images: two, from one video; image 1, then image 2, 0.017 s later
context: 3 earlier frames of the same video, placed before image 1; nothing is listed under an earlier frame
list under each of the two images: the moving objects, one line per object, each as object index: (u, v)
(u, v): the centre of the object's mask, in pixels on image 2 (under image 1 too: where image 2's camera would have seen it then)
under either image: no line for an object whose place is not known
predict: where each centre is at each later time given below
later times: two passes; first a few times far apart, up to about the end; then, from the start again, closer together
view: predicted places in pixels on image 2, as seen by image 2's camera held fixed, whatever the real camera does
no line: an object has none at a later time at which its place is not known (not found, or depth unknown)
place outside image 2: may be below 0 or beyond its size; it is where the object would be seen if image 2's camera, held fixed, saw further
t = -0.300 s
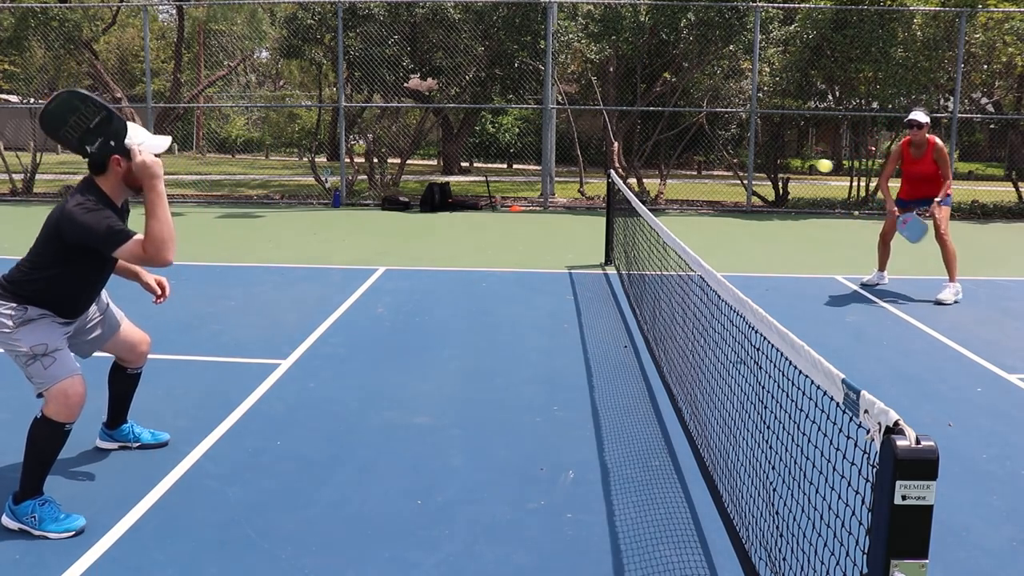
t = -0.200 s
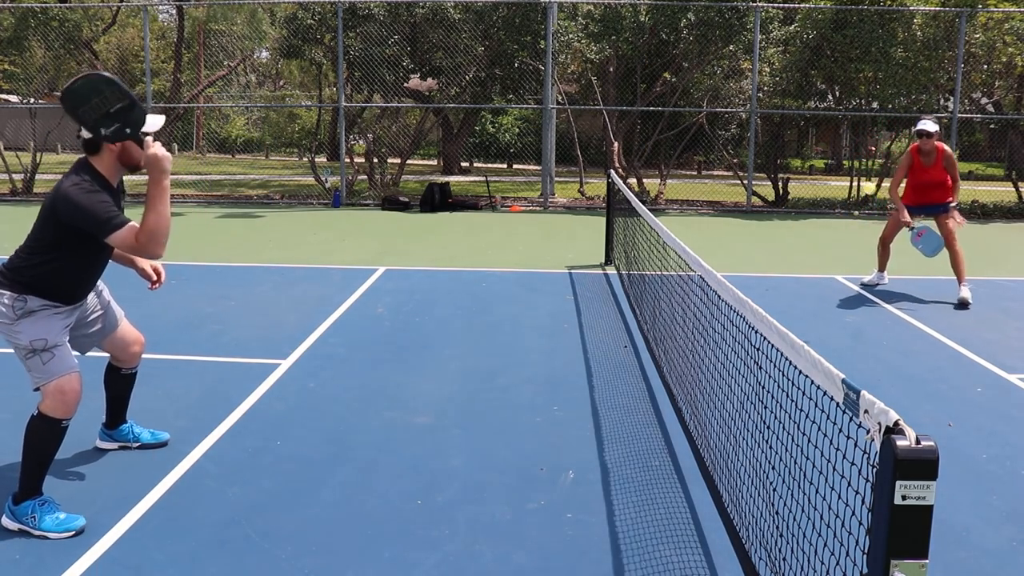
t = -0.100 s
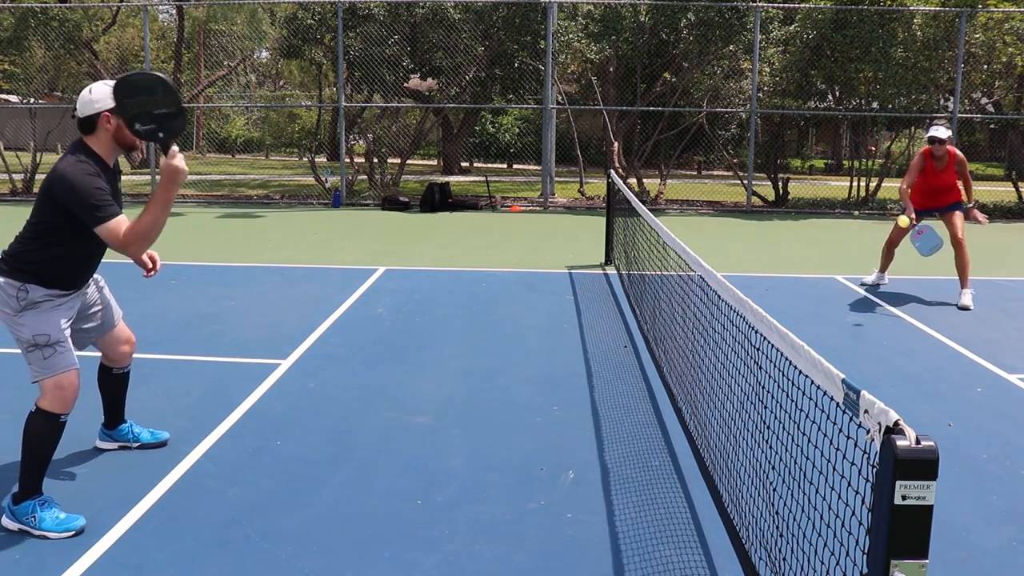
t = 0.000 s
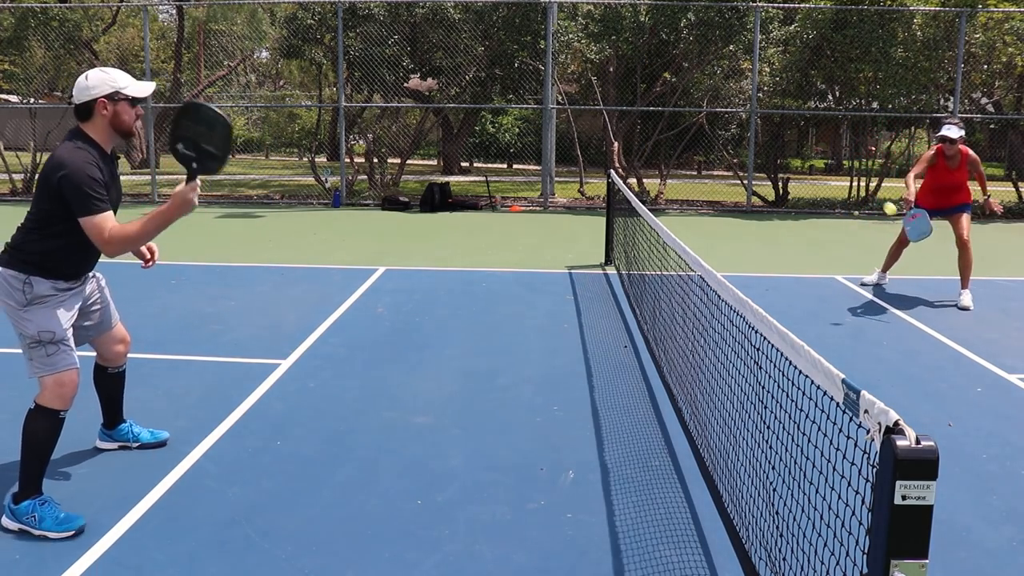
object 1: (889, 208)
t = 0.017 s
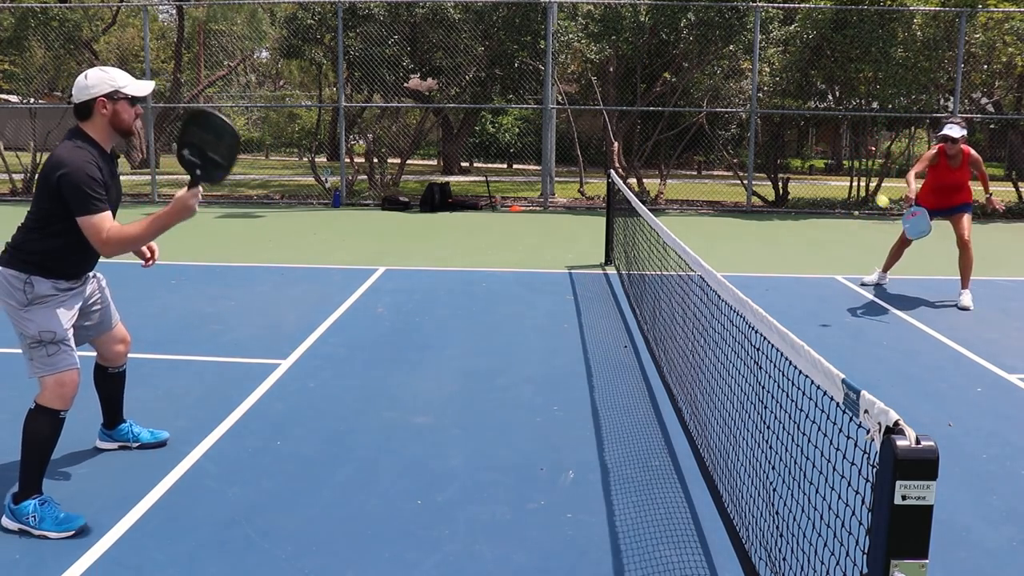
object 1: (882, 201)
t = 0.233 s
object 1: (773, 131)
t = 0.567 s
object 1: (563, 157)
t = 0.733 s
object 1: (442, 245)
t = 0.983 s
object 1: (290, 337)
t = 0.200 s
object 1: (791, 138)
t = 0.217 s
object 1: (782, 134)
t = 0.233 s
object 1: (773, 131)
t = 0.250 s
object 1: (764, 128)
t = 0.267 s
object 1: (754, 126)
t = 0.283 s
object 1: (745, 123)
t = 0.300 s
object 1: (735, 122)
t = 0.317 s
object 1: (725, 121)
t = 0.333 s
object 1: (715, 120)
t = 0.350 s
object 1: (705, 119)
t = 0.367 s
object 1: (695, 119)
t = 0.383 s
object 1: (685, 120)
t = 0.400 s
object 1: (674, 121)
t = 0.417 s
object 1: (664, 122)
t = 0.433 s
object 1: (653, 124)
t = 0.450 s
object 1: (642, 126)
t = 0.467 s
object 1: (631, 129)
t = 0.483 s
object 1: (620, 132)
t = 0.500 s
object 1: (609, 136)
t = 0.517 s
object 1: (598, 140)
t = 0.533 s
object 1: (587, 145)
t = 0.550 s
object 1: (575, 151)
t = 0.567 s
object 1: (563, 157)
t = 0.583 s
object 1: (551, 163)
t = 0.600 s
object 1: (540, 170)
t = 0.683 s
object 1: (479, 213)
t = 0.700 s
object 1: (467, 223)
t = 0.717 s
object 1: (454, 234)
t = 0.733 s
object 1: (442, 245)
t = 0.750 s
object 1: (430, 257)
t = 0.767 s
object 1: (417, 270)
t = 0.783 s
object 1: (405, 283)
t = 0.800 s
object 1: (393, 297)
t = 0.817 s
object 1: (380, 311)
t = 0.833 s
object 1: (368, 325)
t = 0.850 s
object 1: (356, 341)
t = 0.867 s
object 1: (343, 356)
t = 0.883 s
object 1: (331, 372)
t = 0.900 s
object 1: (321, 381)
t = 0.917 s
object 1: (315, 371)
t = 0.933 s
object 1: (309, 362)
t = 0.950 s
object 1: (303, 354)
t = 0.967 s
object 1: (295, 343)
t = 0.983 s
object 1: (290, 337)
